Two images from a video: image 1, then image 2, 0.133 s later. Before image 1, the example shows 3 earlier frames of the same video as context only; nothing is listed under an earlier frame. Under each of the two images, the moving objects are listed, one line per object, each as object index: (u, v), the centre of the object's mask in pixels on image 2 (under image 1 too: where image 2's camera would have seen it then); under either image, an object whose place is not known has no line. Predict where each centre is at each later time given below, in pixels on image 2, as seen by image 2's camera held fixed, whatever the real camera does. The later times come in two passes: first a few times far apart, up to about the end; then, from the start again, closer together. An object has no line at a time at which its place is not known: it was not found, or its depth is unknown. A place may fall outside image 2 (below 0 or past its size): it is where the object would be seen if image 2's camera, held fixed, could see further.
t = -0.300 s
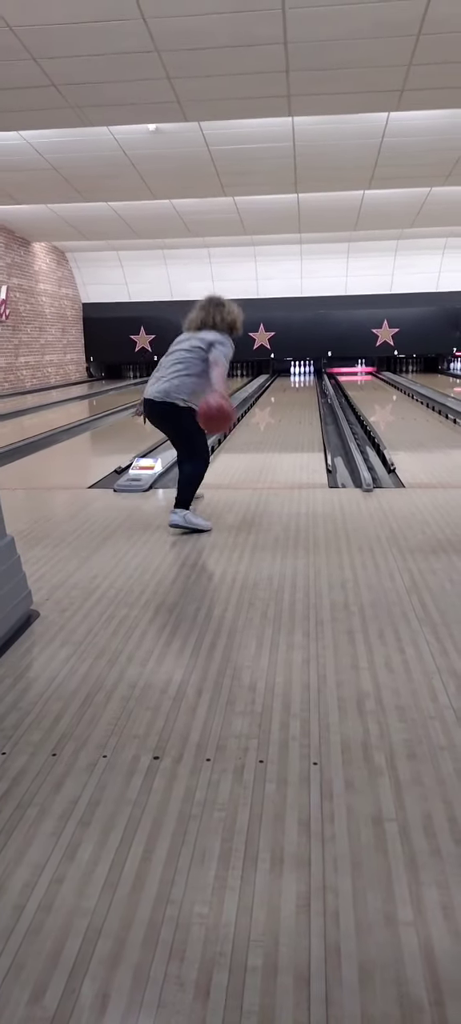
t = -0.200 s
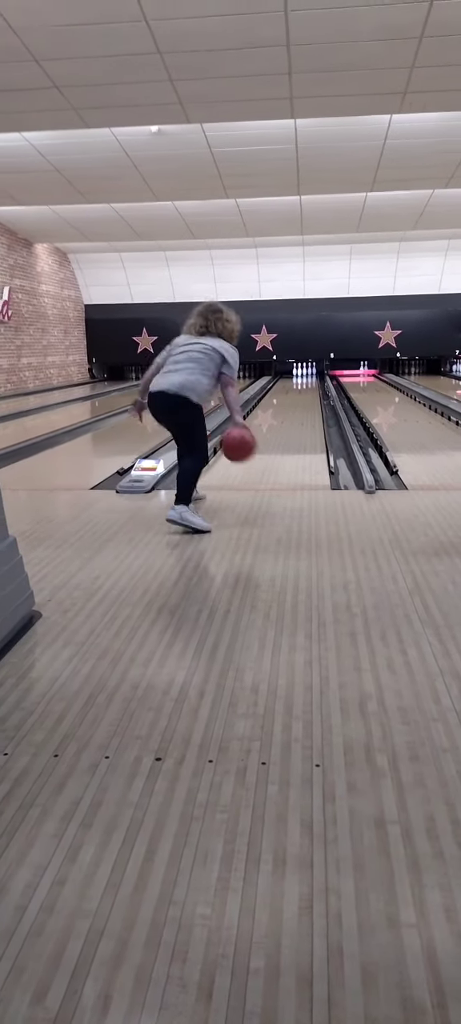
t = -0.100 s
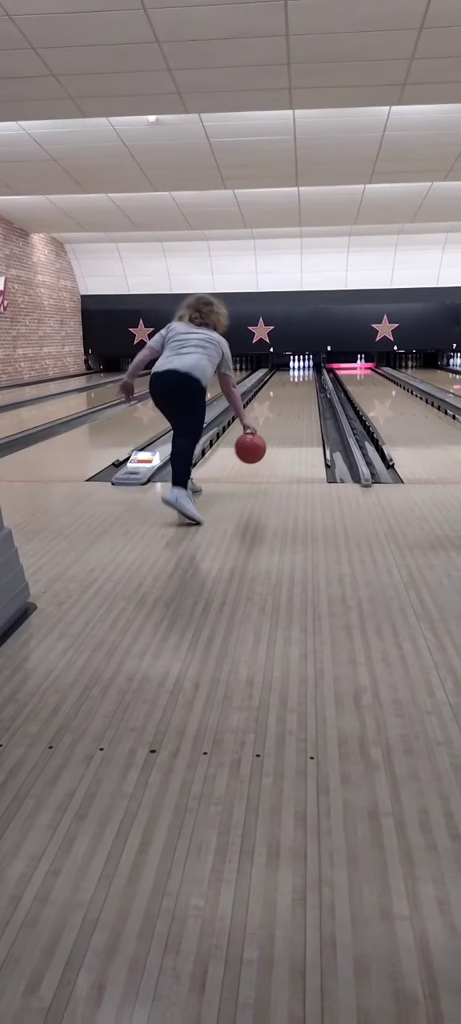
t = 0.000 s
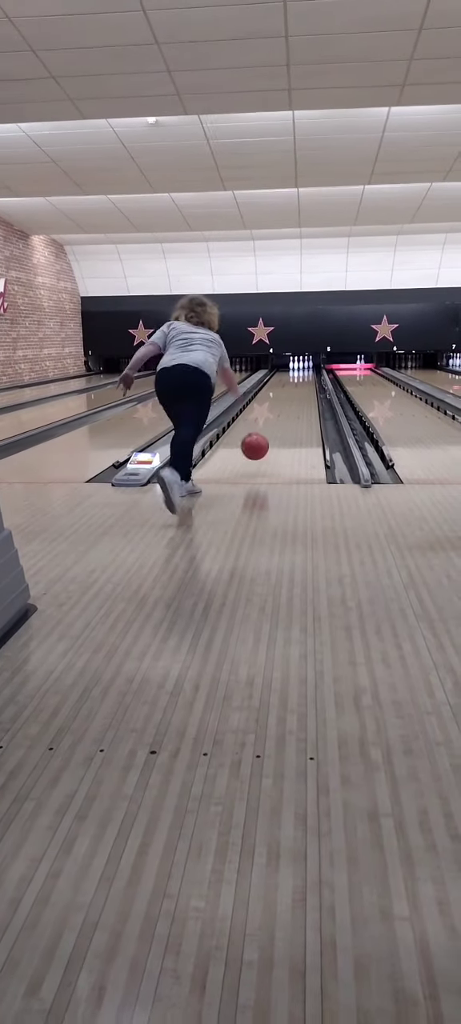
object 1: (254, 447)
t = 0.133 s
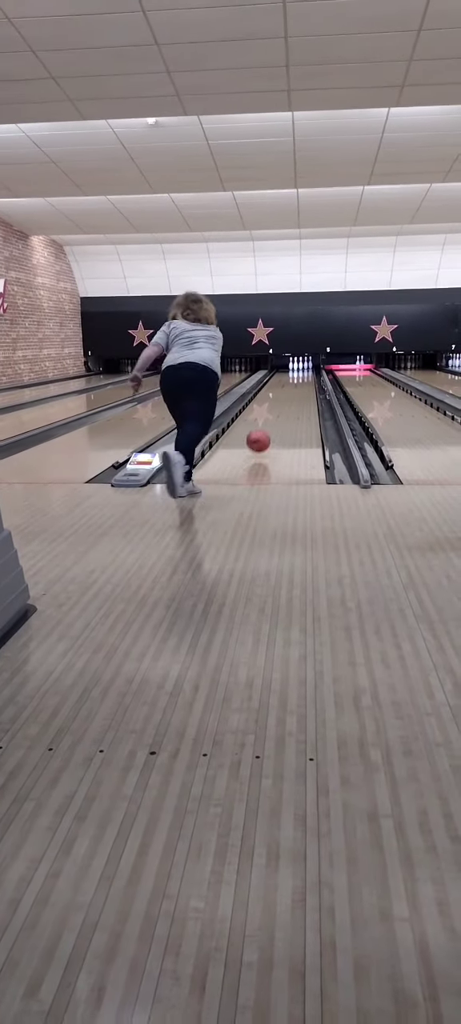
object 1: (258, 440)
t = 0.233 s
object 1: (260, 432)
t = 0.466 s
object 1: (265, 419)
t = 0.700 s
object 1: (267, 408)
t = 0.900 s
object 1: (268, 401)
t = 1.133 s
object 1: (268, 399)
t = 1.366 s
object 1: (271, 390)
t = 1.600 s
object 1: (269, 385)
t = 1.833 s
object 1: (268, 380)
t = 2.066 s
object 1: (273, 380)
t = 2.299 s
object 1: (276, 379)
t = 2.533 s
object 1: (280, 374)
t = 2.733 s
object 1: (281, 371)
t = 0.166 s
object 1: (259, 436)
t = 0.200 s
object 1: (259, 433)
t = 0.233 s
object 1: (260, 432)
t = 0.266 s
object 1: (261, 431)
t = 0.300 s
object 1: (261, 430)
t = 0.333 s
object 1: (262, 427)
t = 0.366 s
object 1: (263, 426)
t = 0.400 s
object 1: (264, 423)
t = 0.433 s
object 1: (264, 421)
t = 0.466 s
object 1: (265, 419)
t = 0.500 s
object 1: (265, 417)
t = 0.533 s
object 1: (265, 415)
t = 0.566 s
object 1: (266, 413)
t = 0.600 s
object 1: (266, 412)
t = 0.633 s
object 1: (266, 411)
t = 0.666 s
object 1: (267, 409)
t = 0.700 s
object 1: (267, 408)
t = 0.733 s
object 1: (267, 407)
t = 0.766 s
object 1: (267, 406)
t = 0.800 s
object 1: (267, 404)
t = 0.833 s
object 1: (268, 403)
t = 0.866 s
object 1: (268, 402)
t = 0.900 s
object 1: (268, 401)
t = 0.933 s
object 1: (269, 401)
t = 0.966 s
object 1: (270, 400)
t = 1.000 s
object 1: (270, 401)
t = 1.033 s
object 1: (269, 401)
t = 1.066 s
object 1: (269, 400)
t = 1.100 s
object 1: (269, 400)
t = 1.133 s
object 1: (268, 399)
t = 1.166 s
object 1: (269, 398)
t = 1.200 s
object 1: (272, 395)
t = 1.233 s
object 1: (272, 393)
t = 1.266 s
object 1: (271, 392)
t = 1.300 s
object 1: (270, 392)
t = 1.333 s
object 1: (270, 391)
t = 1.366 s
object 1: (271, 390)
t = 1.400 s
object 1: (271, 390)
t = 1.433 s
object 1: (271, 389)
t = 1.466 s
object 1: (271, 388)
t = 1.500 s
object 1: (271, 388)
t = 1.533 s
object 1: (271, 388)
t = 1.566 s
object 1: (271, 387)
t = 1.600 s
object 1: (269, 385)
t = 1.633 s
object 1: (269, 384)
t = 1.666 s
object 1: (270, 383)
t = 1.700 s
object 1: (270, 382)
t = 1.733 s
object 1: (269, 381)
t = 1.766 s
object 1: (268, 381)
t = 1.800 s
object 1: (268, 381)
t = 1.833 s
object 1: (268, 380)
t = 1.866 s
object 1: (268, 379)
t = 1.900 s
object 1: (271, 381)
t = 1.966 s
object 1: (271, 380)
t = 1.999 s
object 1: (271, 380)
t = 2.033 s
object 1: (273, 380)
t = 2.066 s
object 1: (273, 380)
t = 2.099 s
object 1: (274, 380)
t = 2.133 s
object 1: (274, 379)
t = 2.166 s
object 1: (275, 378)
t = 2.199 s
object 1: (275, 377)
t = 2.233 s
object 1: (275, 377)
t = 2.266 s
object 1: (275, 379)
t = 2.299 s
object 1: (276, 379)
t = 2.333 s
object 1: (277, 377)
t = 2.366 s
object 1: (277, 376)
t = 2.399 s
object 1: (278, 376)
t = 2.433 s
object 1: (278, 376)
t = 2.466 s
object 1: (279, 375)
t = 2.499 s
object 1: (280, 375)
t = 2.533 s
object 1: (280, 374)
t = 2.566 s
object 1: (279, 374)
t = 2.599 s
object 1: (279, 373)
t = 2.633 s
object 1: (280, 374)
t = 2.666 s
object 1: (281, 374)
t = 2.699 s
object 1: (281, 373)
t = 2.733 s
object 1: (281, 371)
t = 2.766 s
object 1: (281, 371)
